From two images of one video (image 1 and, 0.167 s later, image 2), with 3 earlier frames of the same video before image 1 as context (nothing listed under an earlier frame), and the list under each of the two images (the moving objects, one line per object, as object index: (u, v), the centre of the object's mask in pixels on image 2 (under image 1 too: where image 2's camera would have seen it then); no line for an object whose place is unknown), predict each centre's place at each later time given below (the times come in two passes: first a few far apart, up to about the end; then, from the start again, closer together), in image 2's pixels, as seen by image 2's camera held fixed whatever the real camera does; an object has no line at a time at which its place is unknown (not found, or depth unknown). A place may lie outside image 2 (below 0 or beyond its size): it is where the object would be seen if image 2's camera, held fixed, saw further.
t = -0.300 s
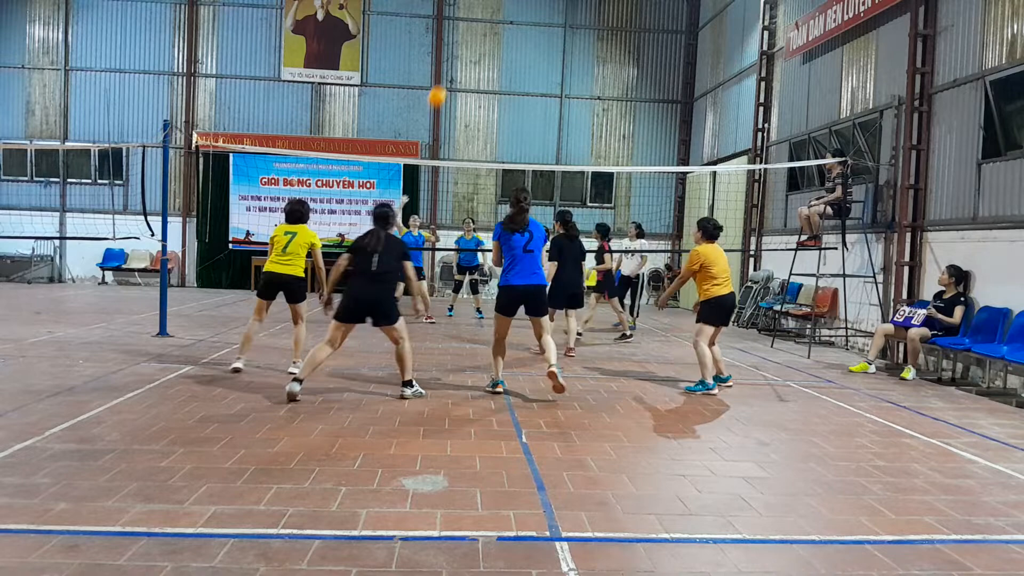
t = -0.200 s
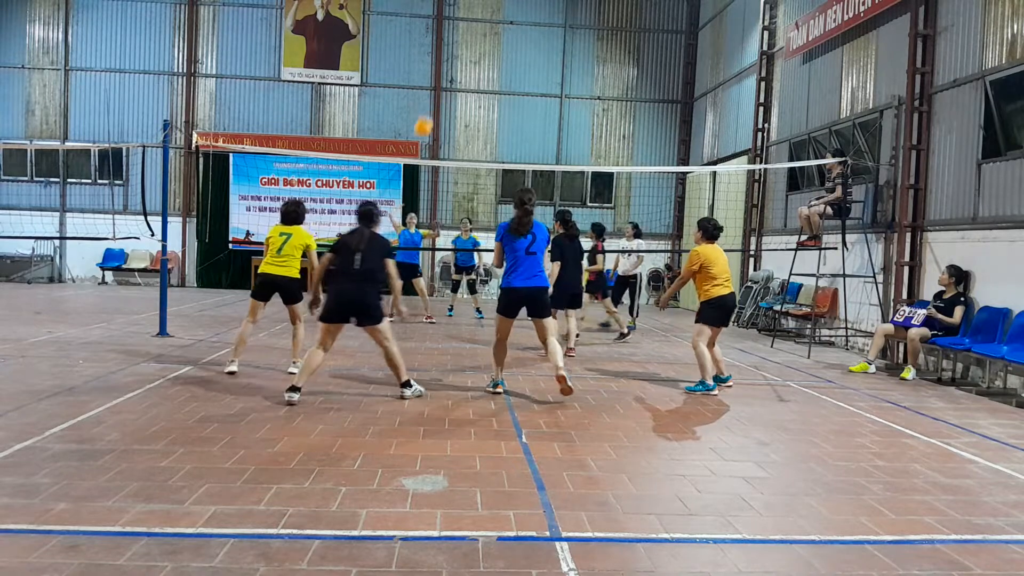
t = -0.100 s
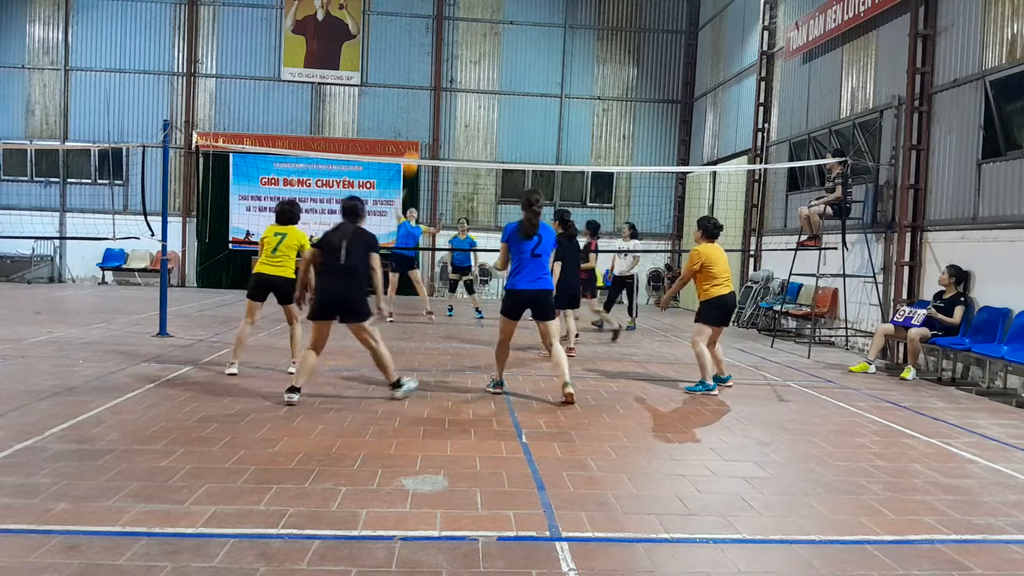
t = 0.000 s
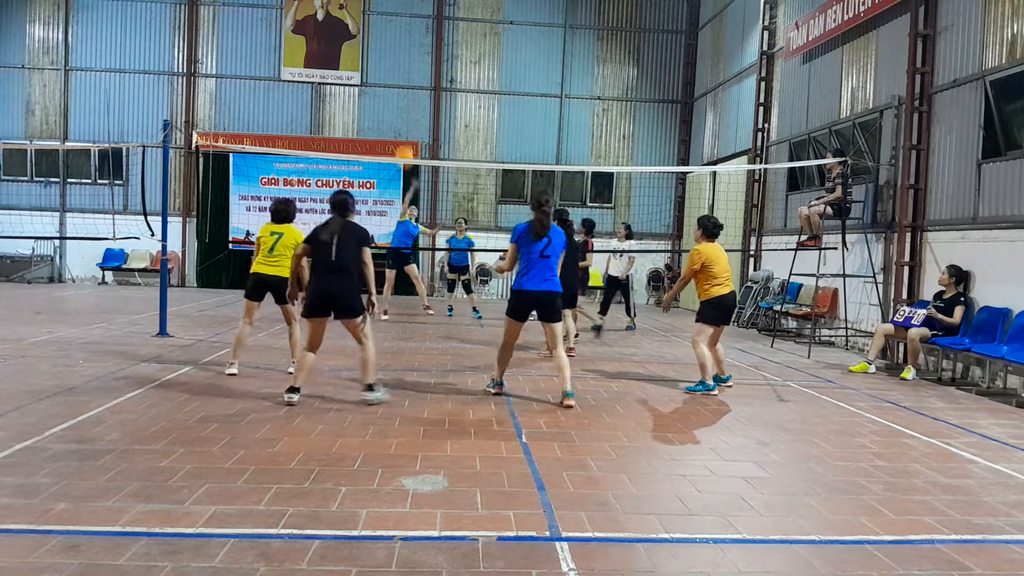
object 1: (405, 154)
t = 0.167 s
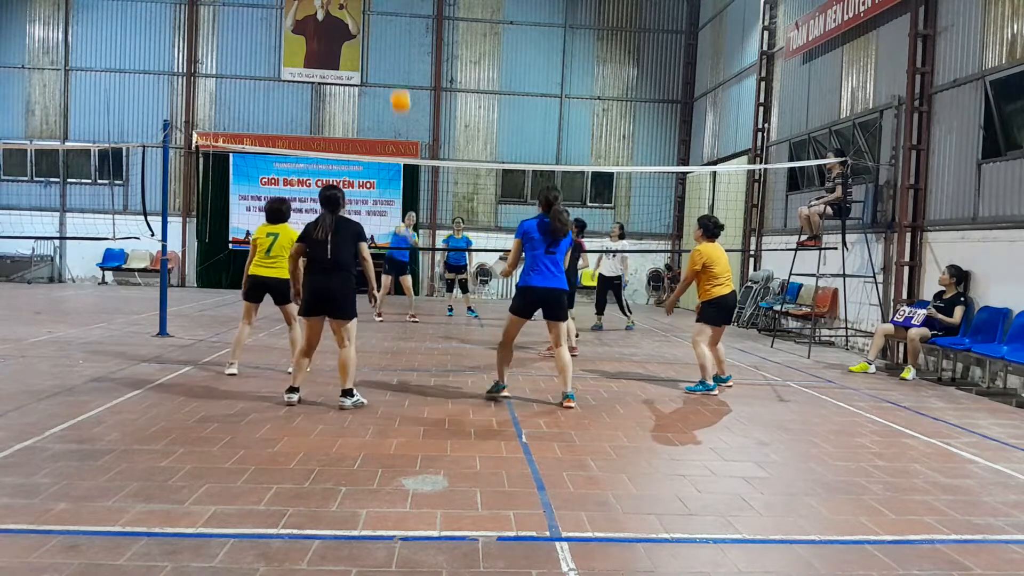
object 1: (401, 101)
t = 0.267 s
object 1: (397, 71)
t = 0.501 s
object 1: (382, 26)
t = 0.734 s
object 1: (355, 43)
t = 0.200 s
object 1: (400, 90)
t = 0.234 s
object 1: (398, 80)
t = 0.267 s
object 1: (397, 71)
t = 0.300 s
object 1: (395, 63)
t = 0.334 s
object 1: (393, 55)
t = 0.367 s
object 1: (391, 47)
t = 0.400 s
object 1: (389, 40)
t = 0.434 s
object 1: (387, 34)
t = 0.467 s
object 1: (385, 29)
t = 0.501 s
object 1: (382, 26)
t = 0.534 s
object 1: (379, 23)
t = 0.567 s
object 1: (375, 23)
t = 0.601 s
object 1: (372, 23)
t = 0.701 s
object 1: (359, 35)
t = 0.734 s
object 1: (355, 43)
